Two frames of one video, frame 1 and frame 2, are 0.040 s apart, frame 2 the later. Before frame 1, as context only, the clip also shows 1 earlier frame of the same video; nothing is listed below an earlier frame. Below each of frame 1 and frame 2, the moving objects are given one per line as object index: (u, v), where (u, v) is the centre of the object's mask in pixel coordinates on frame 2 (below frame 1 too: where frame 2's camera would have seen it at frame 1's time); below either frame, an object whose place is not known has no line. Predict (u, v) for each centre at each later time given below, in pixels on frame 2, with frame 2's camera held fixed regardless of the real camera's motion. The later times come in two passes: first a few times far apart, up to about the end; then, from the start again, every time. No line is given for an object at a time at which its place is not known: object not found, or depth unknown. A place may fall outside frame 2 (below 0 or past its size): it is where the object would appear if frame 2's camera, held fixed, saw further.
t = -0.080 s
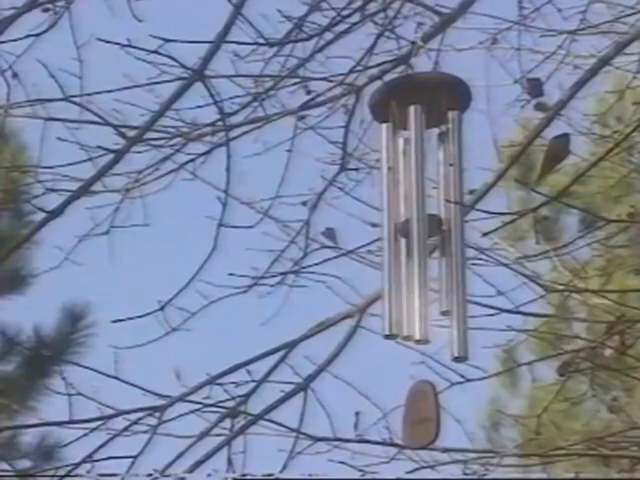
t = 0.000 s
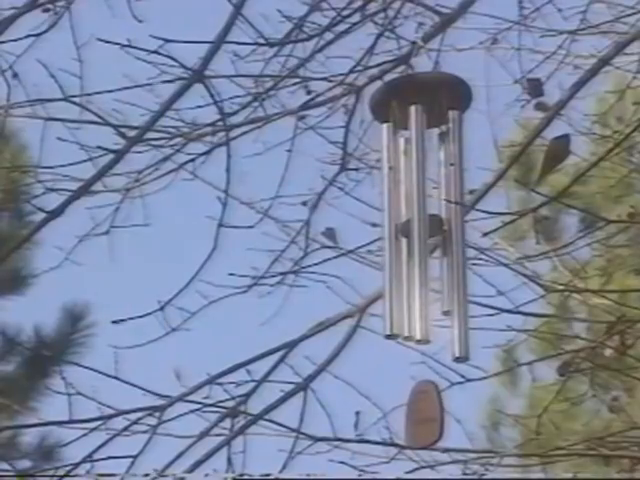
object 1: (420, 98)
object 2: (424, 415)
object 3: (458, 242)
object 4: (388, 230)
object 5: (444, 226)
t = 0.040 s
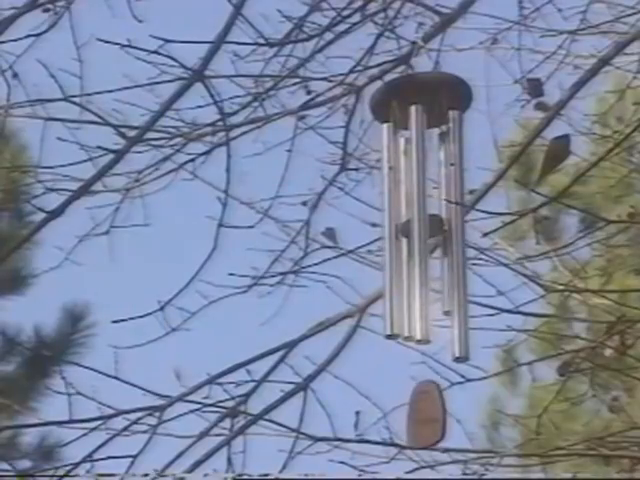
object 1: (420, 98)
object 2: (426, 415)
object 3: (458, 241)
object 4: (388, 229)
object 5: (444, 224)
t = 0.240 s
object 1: (419, 98)
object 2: (434, 414)
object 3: (456, 242)
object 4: (387, 231)
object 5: (444, 221)
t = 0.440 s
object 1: (417, 99)
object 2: (433, 415)
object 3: (451, 244)
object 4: (383, 232)
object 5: (440, 225)
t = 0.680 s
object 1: (412, 99)
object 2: (418, 417)
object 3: (445, 244)
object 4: (377, 233)
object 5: (433, 223)
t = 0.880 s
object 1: (410, 99)
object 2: (402, 419)
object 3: (443, 244)
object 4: (375, 232)
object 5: (431, 224)
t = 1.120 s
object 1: (411, 99)
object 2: (399, 417)
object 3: (444, 242)
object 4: (376, 231)
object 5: (432, 224)
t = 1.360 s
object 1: (413, 98)
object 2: (417, 413)
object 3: (449, 241)
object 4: (380, 229)
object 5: (436, 225)
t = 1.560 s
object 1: (417, 97)
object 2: (435, 410)
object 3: (453, 241)
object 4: (384, 230)
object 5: (440, 222)
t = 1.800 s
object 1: (420, 97)
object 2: (438, 412)
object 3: (456, 240)
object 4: (387, 231)
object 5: (443, 218)
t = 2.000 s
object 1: (420, 98)
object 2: (426, 415)
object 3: (457, 243)
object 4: (387, 233)
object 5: (443, 220)
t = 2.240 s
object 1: (416, 99)
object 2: (411, 419)
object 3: (453, 245)
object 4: (383, 232)
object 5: (439, 223)
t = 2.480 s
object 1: (413, 100)
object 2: (411, 419)
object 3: (446, 245)
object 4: (377, 234)
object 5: (433, 225)
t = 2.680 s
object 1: (411, 99)
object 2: (419, 417)
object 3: (443, 243)
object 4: (375, 232)
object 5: (432, 223)
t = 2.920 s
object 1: (412, 98)
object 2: (423, 414)
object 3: (445, 242)
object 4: (376, 233)
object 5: (435, 221)
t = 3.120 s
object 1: (416, 97)
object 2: (418, 413)
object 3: (451, 241)
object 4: (382, 230)
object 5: (438, 224)
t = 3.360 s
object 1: (419, 97)
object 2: (414, 414)
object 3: (456, 240)
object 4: (388, 230)
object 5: (443, 223)
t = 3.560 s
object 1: (420, 98)
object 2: (422, 415)
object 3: (457, 241)
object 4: (388, 232)
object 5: (443, 223)
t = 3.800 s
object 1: (417, 99)
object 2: (431, 417)
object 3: (453, 245)
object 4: (384, 234)
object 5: (440, 225)
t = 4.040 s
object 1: (414, 100)
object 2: (427, 417)
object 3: (447, 242)
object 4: (378, 235)
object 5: (437, 224)
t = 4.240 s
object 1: (412, 99)
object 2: (412, 416)
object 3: (445, 244)
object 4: (376, 234)
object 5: (433, 222)
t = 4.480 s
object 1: (412, 98)
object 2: (400, 415)
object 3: (446, 243)
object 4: (377, 232)
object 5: (433, 225)
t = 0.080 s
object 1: (420, 98)
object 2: (428, 415)
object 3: (458, 242)
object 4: (388, 229)
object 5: (444, 223)
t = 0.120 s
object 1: (420, 98)
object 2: (430, 415)
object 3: (458, 242)
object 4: (388, 229)
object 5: (444, 222)
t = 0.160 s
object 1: (420, 98)
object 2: (431, 415)
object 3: (457, 242)
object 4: (388, 230)
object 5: (445, 222)
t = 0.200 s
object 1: (420, 98)
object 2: (433, 415)
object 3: (457, 241)
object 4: (388, 230)
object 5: (444, 221)
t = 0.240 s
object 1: (419, 98)
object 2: (434, 414)
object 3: (456, 242)
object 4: (387, 231)
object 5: (444, 221)
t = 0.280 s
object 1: (419, 98)
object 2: (434, 414)
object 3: (455, 242)
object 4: (387, 231)
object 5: (444, 222)
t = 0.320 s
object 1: (419, 98)
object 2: (435, 415)
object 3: (454, 241)
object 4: (386, 231)
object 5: (444, 224)
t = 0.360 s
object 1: (418, 98)
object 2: (435, 415)
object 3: (453, 242)
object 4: (385, 231)
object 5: (442, 225)
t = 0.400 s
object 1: (417, 99)
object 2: (434, 415)
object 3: (452, 245)
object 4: (383, 231)
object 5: (441, 225)
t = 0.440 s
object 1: (417, 99)
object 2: (433, 415)
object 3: (451, 244)
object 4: (383, 232)
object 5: (440, 225)
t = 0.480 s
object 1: (416, 99)
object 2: (431, 415)
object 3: (450, 244)
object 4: (382, 232)
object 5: (440, 223)
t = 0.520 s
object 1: (415, 99)
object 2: (430, 415)
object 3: (449, 244)
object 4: (380, 235)
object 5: (438, 221)
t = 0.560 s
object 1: (414, 99)
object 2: (427, 416)
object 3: (448, 243)
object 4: (379, 234)
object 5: (437, 221)
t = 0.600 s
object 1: (414, 99)
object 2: (424, 416)
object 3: (447, 245)
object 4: (378, 234)
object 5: (437, 222)
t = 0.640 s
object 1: (413, 99)
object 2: (421, 417)
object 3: (446, 243)
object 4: (378, 233)
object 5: (435, 221)
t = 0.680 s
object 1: (412, 99)
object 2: (418, 417)
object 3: (445, 244)
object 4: (377, 233)
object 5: (433, 223)
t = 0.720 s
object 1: (412, 99)
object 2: (414, 418)
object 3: (445, 244)
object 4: (376, 234)
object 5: (433, 223)
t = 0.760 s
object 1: (411, 99)
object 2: (411, 418)
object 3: (444, 243)
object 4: (376, 234)
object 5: (432, 223)
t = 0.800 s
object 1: (411, 99)
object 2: (408, 418)
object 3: (444, 243)
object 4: (375, 233)
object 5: (432, 223)
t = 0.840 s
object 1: (410, 99)
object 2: (405, 419)
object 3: (443, 244)
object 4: (375, 233)
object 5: (431, 224)
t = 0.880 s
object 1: (410, 99)
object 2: (402, 419)
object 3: (443, 244)
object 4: (375, 232)
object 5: (431, 224)
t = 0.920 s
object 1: (410, 99)
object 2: (400, 419)
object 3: (443, 243)
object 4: (374, 232)
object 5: (430, 225)
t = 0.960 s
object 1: (410, 99)
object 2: (399, 419)
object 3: (443, 243)
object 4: (374, 232)
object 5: (430, 225)
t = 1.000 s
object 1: (410, 99)
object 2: (398, 418)
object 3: (443, 243)
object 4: (374, 231)
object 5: (431, 226)
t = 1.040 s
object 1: (410, 99)
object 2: (398, 418)
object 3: (443, 243)
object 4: (375, 232)
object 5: (431, 225)
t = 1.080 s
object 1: (411, 99)
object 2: (398, 417)
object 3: (444, 243)
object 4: (375, 232)
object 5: (431, 225)
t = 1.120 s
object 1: (411, 99)
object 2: (399, 417)
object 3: (444, 242)
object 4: (376, 231)
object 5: (432, 224)
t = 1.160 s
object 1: (411, 98)
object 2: (401, 416)
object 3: (445, 243)
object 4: (376, 230)
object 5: (432, 223)
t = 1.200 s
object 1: (411, 98)
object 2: (404, 416)
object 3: (446, 244)
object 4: (377, 232)
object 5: (433, 223)
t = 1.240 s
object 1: (412, 98)
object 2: (407, 415)
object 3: (446, 243)
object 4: (378, 231)
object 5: (433, 225)
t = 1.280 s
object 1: (412, 98)
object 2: (410, 414)
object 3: (447, 243)
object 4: (378, 230)
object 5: (434, 224)
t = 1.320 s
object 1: (413, 98)
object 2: (414, 413)
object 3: (448, 241)
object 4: (379, 229)
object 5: (435, 225)
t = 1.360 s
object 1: (413, 98)
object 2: (417, 413)
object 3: (449, 241)
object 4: (380, 229)
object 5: (436, 225)
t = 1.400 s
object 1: (415, 98)
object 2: (422, 412)
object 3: (450, 241)
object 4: (381, 230)
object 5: (437, 224)
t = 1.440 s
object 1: (415, 98)
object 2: (425, 411)
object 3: (450, 241)
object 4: (382, 230)
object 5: (438, 223)
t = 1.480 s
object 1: (416, 97)
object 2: (429, 411)
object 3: (451, 241)
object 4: (383, 230)
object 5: (438, 223)
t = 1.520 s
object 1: (417, 97)
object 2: (432, 411)
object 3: (452, 241)
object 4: (383, 231)
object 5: (439, 222)
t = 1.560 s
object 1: (417, 97)
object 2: (435, 410)
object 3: (453, 241)
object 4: (384, 230)
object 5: (440, 222)
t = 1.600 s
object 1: (418, 97)
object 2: (437, 410)
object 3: (453, 242)
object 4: (385, 230)
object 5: (441, 222)
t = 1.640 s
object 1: (418, 97)
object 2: (438, 410)
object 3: (454, 242)
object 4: (386, 230)
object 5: (441, 222)
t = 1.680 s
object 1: (419, 97)
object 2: (439, 411)
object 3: (455, 241)
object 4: (387, 231)
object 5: (442, 223)
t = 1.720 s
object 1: (419, 97)
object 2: (439, 411)
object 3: (455, 240)
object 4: (387, 232)
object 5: (443, 221)
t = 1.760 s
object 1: (420, 97)
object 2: (439, 411)
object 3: (456, 240)
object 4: (387, 232)
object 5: (443, 220)
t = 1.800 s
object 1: (420, 97)
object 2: (438, 412)
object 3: (456, 240)
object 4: (387, 231)
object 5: (443, 218)
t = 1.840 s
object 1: (420, 98)
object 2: (436, 412)
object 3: (456, 241)
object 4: (387, 231)
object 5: (444, 219)
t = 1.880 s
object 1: (420, 98)
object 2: (434, 413)
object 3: (457, 242)
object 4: (388, 231)
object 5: (443, 220)
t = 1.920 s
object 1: (420, 98)
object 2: (431, 414)
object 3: (457, 242)
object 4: (388, 232)
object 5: (444, 219)
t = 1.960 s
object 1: (420, 98)
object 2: (428, 415)
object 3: (457, 243)
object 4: (387, 233)
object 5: (443, 220)
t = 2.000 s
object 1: (420, 98)
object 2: (426, 415)
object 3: (457, 243)
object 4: (387, 233)
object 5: (443, 220)
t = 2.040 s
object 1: (419, 98)
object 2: (423, 416)
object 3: (456, 244)
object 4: (387, 233)
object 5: (442, 221)
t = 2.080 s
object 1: (419, 99)
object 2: (420, 416)
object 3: (456, 243)
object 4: (387, 234)
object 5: (442, 221)
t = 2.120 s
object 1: (418, 99)
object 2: (417, 417)
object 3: (455, 244)
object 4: (386, 233)
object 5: (441, 222)
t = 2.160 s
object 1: (418, 99)
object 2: (415, 418)
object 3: (455, 246)
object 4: (385, 233)
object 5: (441, 223)
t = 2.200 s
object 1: (417, 99)
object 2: (413, 418)
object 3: (454, 247)
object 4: (384, 233)
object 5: (440, 222)
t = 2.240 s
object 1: (416, 99)
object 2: (411, 419)
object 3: (453, 245)
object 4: (383, 232)
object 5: (439, 223)
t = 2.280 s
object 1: (416, 100)
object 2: (410, 419)
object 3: (452, 245)
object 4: (382, 234)
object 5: (438, 224)
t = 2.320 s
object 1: (415, 100)
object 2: (409, 419)
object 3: (451, 246)
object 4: (381, 232)
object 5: (437, 223)
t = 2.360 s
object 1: (414, 100)
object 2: (409, 419)
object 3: (449, 244)
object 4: (381, 233)
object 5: (436, 223)
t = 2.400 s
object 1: (414, 100)
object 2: (409, 419)
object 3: (448, 242)
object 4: (379, 233)
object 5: (435, 224)
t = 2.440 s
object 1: (413, 100)
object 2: (410, 419)
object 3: (447, 245)
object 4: (378, 234)
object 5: (434, 225)
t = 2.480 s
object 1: (413, 100)
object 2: (411, 419)
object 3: (446, 245)
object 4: (377, 234)
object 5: (433, 225)
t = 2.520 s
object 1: (412, 100)
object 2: (412, 418)
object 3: (445, 246)
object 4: (377, 234)
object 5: (432, 225)
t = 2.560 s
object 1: (412, 100)
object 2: (414, 418)
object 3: (444, 245)
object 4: (376, 234)
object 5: (433, 223)
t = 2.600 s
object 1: (411, 100)
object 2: (416, 417)
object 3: (444, 245)
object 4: (376, 234)
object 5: (432, 225)
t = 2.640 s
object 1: (411, 99)
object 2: (418, 417)
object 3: (443, 243)
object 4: (375, 233)
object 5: (432, 221)
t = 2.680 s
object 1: (411, 99)
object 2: (419, 417)
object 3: (443, 243)
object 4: (375, 232)
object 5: (432, 223)
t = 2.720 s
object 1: (411, 99)
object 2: (421, 416)
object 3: (443, 243)
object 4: (375, 231)
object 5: (432, 224)
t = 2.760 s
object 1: (411, 99)
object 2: (422, 416)
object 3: (443, 242)
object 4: (375, 233)
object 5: (432, 224)
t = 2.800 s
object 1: (411, 99)
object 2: (423, 415)
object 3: (443, 243)
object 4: (375, 234)
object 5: (433, 223)
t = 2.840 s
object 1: (411, 99)
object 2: (423, 415)
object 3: (444, 243)
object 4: (375, 234)
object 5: (434, 222)
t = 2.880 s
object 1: (412, 98)
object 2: (423, 414)
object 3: (444, 243)
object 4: (376, 234)
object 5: (434, 223)
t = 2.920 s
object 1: (412, 98)
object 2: (423, 414)
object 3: (445, 242)
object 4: (376, 233)
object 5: (435, 221)
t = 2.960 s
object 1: (413, 98)
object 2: (422, 414)
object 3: (446, 243)
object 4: (378, 232)
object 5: (436, 222)
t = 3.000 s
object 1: (413, 98)
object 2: (421, 413)
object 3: (447, 242)
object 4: (379, 230)
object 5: (436, 224)
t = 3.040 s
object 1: (414, 98)
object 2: (420, 413)
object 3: (448, 241)
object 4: (380, 232)
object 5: (437, 224)
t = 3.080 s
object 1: (415, 97)
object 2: (419, 413)
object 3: (450, 240)
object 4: (381, 231)
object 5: (437, 224)
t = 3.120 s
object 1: (416, 97)
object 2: (418, 413)
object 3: (451, 241)
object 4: (382, 230)
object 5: (438, 224)
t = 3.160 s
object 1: (416, 97)
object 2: (416, 413)
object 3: (452, 242)
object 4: (384, 231)
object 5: (439, 223)
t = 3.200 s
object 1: (417, 97)
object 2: (415, 413)
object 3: (453, 241)
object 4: (384, 230)
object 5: (440, 223)
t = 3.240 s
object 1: (418, 97)
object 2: (415, 413)
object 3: (454, 241)
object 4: (386, 230)
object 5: (441, 222)
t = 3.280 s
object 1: (419, 97)
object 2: (414, 413)
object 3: (455, 242)
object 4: (386, 229)
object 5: (442, 222)
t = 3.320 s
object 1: (419, 97)
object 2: (414, 414)
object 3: (456, 241)
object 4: (387, 230)
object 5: (442, 222)
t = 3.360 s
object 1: (419, 97)
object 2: (414, 414)
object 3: (456, 240)
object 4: (388, 230)
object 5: (443, 223)
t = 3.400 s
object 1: (420, 97)
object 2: (415, 414)
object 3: (457, 240)
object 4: (388, 231)
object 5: (443, 223)
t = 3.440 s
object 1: (420, 97)
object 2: (416, 415)
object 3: (457, 241)
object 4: (388, 231)
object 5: (443, 223)
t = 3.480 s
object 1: (420, 97)
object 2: (417, 415)
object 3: (457, 241)
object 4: (388, 232)
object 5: (443, 223)
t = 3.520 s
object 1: (420, 98)
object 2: (419, 415)
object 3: (457, 242)
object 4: (388, 232)
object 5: (443, 223)
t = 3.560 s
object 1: (420, 98)
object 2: (422, 415)
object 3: (457, 241)
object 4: (388, 232)
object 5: (443, 223)
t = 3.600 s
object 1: (420, 98)
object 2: (424, 416)
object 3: (456, 242)
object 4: (387, 232)
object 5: (443, 223)
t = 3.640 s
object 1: (419, 98)
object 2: (426, 416)
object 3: (456, 241)
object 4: (387, 232)
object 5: (442, 223)
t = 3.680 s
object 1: (419, 98)
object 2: (428, 416)
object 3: (455, 242)
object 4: (386, 233)
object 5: (442, 223)
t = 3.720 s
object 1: (418, 99)
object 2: (429, 417)
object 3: (454, 242)
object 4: (385, 234)
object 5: (442, 222)
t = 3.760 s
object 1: (418, 99)
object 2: (431, 417)
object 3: (454, 244)
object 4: (384, 234)
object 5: (442, 225)
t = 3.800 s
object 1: (417, 99)
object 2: (431, 417)
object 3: (453, 245)
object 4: (384, 234)
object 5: (440, 225)
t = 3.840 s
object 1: (417, 99)
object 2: (432, 417)
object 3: (452, 245)
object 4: (382, 236)
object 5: (439, 224)
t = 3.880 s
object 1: (416, 99)
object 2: (432, 417)
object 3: (451, 243)
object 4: (382, 235)
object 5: (438, 224)
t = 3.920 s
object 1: (415, 100)
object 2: (431, 417)
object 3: (450, 245)
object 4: (381, 233)
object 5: (438, 224)
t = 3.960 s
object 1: (415, 100)
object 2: (430, 417)
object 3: (449, 244)
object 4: (380, 233)
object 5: (437, 224)
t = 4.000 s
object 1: (414, 100)
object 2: (429, 417)
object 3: (448, 242)
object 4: (379, 232)
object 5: (437, 225)
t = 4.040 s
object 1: (414, 100)
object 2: (427, 417)
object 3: (447, 242)
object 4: (378, 235)
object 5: (437, 224)
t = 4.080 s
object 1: (414, 100)
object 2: (424, 417)
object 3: (447, 243)
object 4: (377, 235)
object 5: (436, 223)
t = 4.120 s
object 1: (413, 100)
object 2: (421, 417)
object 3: (445, 245)
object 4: (377, 235)
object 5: (434, 221)
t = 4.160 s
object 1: (413, 100)
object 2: (418, 417)
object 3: (445, 245)
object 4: (377, 234)
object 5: (434, 222)
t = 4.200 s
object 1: (412, 100)
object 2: (415, 417)
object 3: (445, 244)
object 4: (377, 235)
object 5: (433, 222)
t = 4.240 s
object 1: (412, 99)
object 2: (412, 416)
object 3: (445, 244)
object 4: (376, 234)
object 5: (433, 222)
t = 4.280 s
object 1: (412, 99)
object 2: (409, 416)
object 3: (445, 244)
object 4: (376, 233)
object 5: (433, 221)
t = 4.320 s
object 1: (412, 99)
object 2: (406, 416)
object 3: (445, 243)
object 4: (376, 232)
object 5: (433, 222)
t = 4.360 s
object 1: (412, 99)
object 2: (404, 416)
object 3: (445, 244)
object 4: (376, 231)
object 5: (433, 223)
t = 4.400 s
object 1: (412, 99)
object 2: (402, 415)
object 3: (445, 244)
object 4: (377, 232)
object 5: (433, 225)
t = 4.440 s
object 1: (412, 98)
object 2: (401, 415)
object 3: (446, 243)
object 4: (377, 232)
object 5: (433, 225)
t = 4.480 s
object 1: (412, 98)
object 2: (400, 415)
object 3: (446, 243)
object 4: (377, 232)
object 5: (433, 225)
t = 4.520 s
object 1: (413, 98)
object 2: (400, 414)
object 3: (447, 243)
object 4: (378, 231)
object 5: (433, 225)
